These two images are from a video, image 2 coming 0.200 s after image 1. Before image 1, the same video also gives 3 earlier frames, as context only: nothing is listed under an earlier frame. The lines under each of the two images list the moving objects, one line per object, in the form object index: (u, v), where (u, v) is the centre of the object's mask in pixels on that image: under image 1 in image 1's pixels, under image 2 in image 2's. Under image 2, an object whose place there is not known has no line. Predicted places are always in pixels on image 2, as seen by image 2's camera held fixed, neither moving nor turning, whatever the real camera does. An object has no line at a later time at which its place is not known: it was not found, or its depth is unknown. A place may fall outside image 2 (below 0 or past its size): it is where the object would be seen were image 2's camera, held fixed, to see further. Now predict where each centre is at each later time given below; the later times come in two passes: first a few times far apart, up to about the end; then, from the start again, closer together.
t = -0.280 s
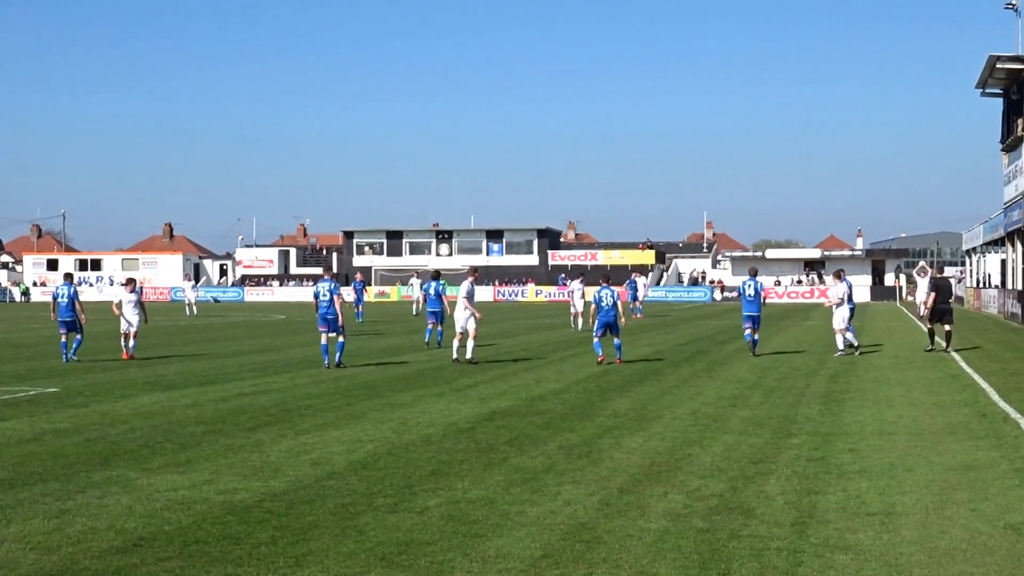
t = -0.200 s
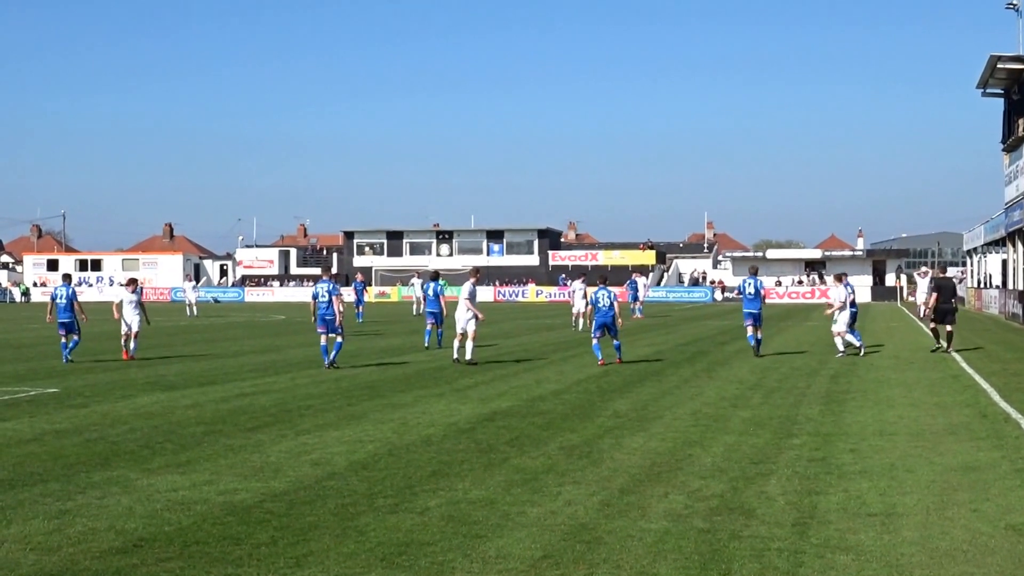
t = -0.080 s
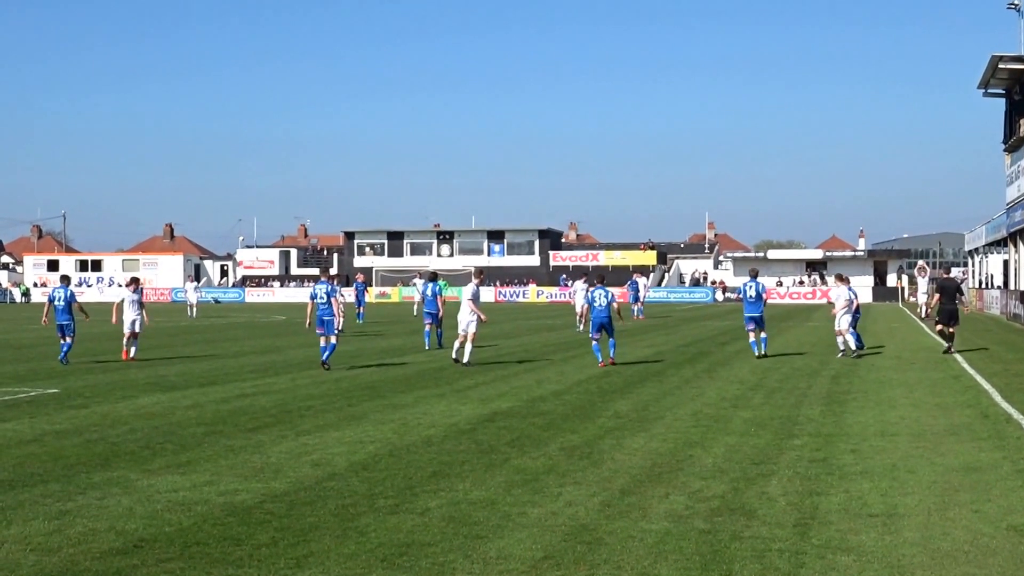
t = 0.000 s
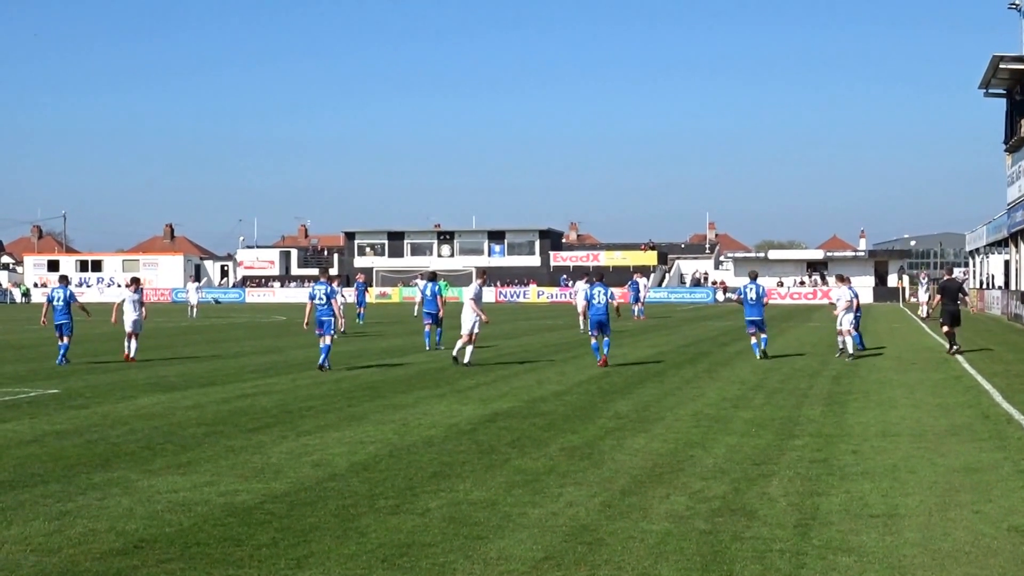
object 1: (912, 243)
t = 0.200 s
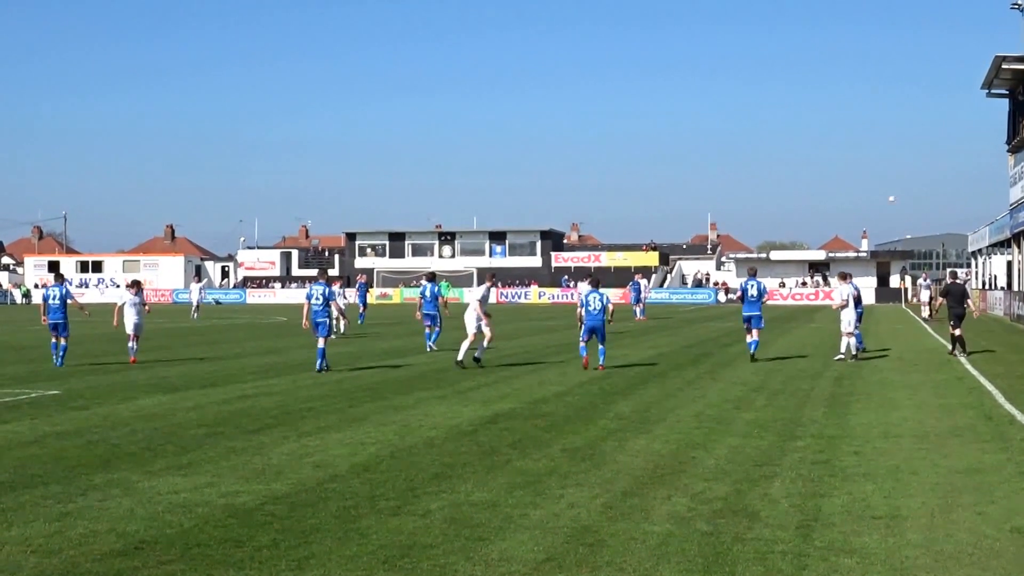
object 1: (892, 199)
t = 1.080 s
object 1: (769, 80)
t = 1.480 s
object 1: (701, 89)
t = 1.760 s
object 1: (651, 130)
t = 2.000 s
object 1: (610, 196)
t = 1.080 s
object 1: (769, 80)
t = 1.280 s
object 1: (736, 79)
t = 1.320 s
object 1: (729, 80)
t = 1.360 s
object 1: (722, 81)
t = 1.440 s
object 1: (708, 86)
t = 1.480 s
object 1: (701, 89)
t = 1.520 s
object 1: (694, 93)
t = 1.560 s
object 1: (686, 98)
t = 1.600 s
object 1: (679, 102)
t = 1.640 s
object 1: (672, 108)
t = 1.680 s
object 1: (665, 115)
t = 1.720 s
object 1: (658, 122)
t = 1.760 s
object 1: (651, 130)
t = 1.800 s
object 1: (643, 138)
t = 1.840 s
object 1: (636, 149)
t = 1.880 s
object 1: (630, 159)
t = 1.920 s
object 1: (623, 171)
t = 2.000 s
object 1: (610, 196)
